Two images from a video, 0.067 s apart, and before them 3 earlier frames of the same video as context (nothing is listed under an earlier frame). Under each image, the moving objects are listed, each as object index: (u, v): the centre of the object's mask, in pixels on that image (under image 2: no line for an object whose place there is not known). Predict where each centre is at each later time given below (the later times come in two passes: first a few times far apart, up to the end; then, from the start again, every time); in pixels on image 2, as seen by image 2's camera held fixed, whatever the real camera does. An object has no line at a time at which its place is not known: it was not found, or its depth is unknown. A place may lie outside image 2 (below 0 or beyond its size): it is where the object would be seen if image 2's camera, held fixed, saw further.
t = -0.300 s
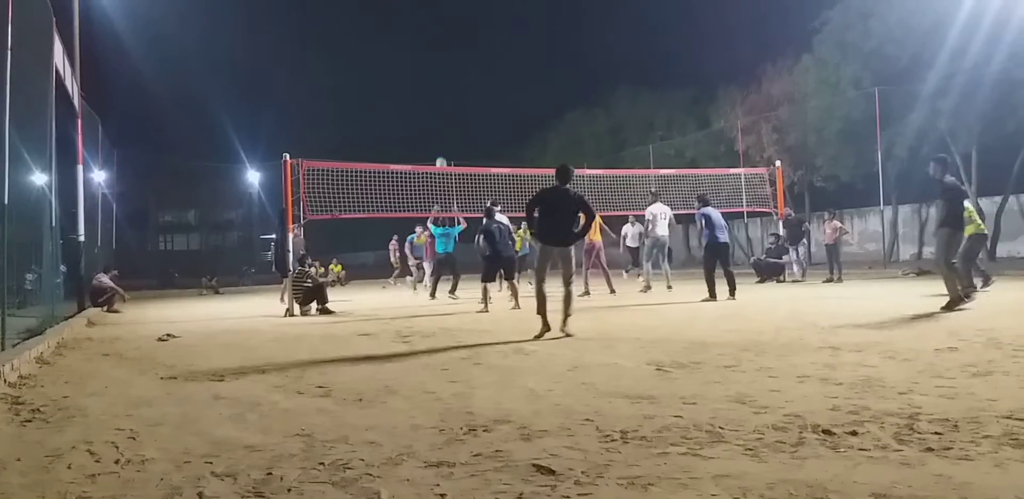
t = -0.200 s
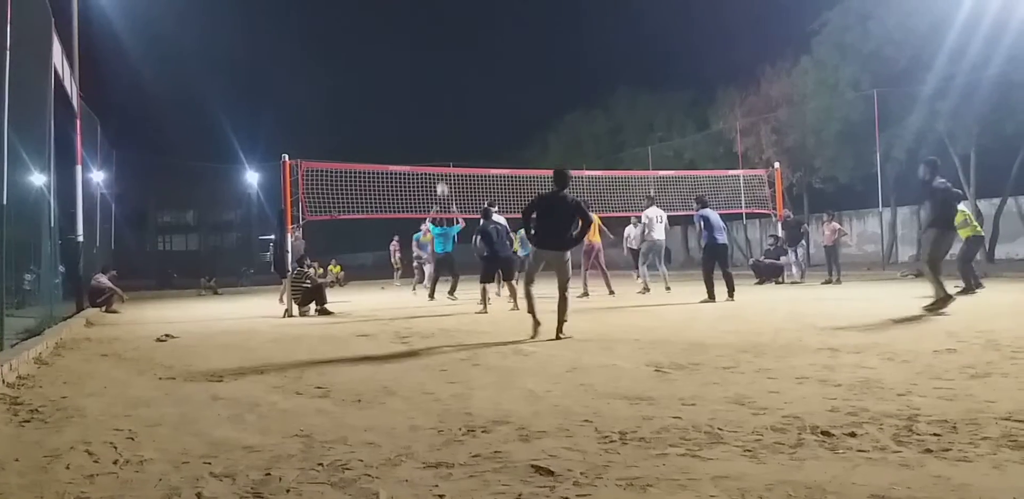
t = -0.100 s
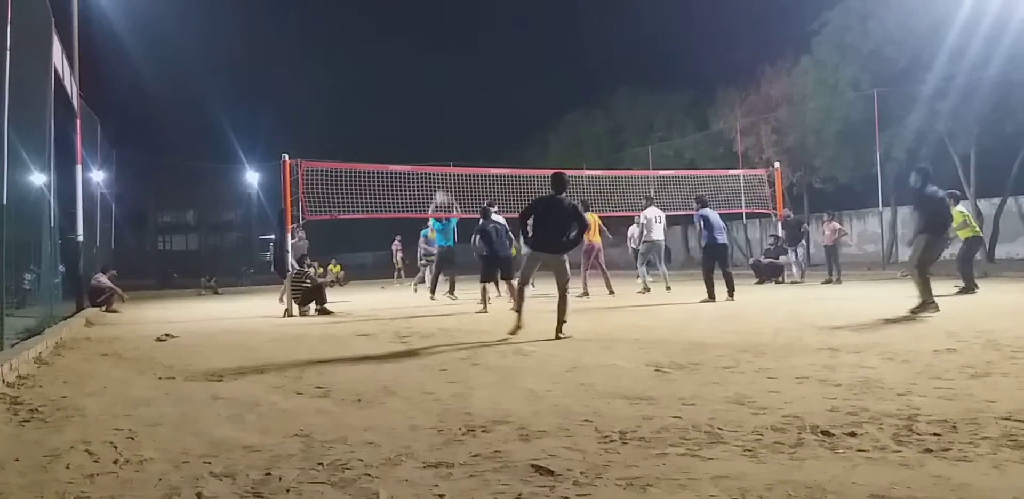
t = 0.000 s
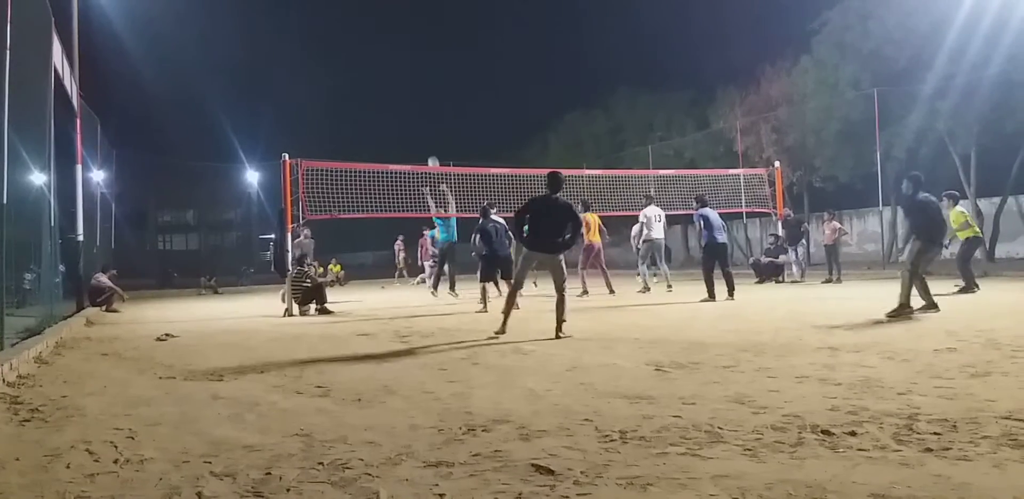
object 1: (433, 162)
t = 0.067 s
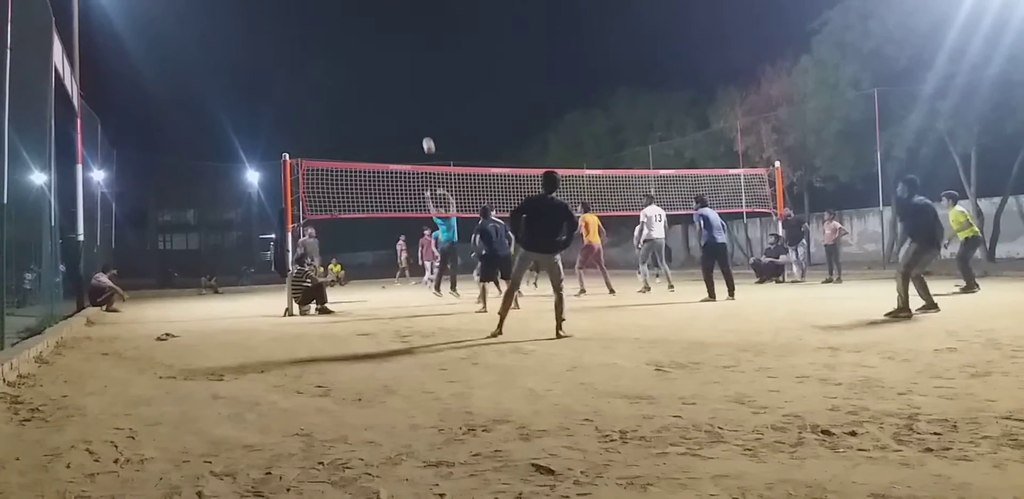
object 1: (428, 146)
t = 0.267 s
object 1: (411, 99)
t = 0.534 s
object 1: (389, 68)
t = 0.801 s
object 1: (369, 72)
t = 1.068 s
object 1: (349, 114)
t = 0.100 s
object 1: (426, 137)
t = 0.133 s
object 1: (423, 128)
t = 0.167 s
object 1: (420, 120)
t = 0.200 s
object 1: (417, 113)
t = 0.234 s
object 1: (414, 105)
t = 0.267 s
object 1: (411, 99)
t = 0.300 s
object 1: (408, 93)
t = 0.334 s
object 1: (406, 88)
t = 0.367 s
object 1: (403, 83)
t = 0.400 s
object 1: (400, 79)
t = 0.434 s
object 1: (397, 75)
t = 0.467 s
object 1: (395, 72)
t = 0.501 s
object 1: (392, 70)
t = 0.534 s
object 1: (389, 68)
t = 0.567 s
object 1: (386, 66)
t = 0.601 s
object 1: (384, 66)
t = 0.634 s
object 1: (382, 66)
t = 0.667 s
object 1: (379, 66)
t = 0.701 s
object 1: (376, 66)
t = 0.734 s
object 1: (374, 68)
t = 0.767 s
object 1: (371, 70)
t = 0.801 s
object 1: (369, 72)
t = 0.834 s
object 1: (366, 76)
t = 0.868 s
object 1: (364, 79)
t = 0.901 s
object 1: (361, 83)
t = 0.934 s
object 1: (359, 88)
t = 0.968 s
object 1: (356, 94)
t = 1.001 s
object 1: (354, 100)
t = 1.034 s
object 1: (351, 107)
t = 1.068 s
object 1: (349, 114)
